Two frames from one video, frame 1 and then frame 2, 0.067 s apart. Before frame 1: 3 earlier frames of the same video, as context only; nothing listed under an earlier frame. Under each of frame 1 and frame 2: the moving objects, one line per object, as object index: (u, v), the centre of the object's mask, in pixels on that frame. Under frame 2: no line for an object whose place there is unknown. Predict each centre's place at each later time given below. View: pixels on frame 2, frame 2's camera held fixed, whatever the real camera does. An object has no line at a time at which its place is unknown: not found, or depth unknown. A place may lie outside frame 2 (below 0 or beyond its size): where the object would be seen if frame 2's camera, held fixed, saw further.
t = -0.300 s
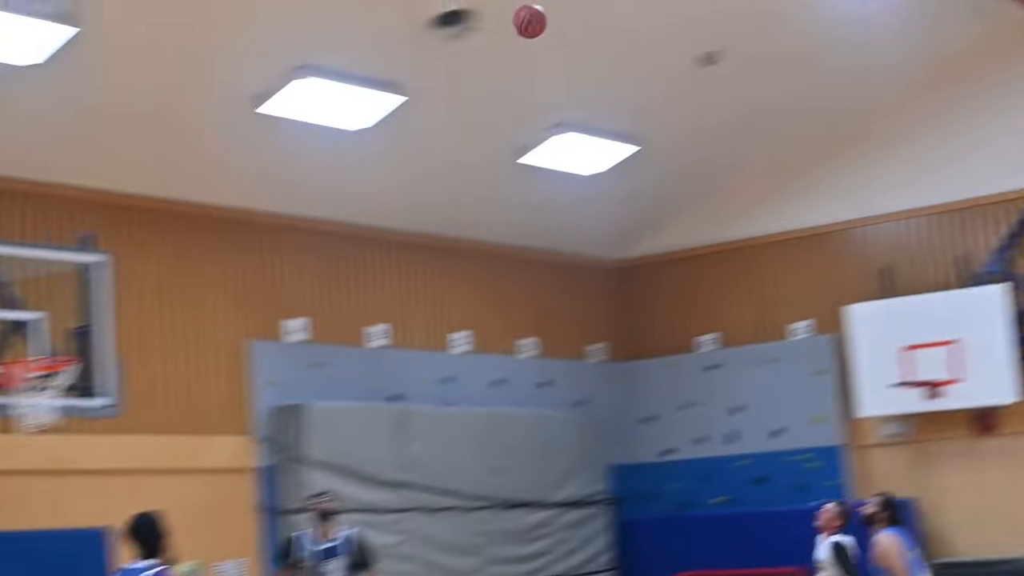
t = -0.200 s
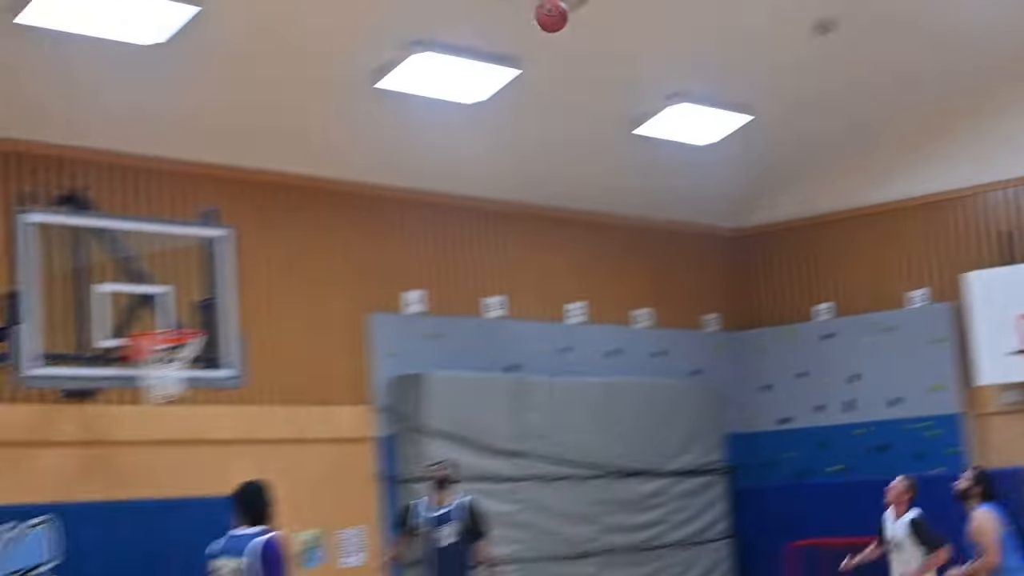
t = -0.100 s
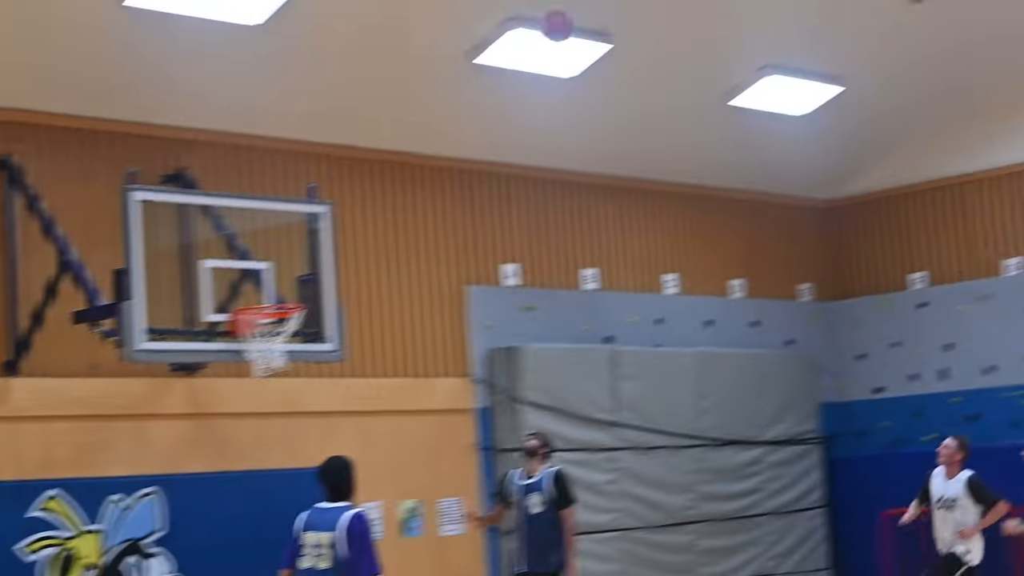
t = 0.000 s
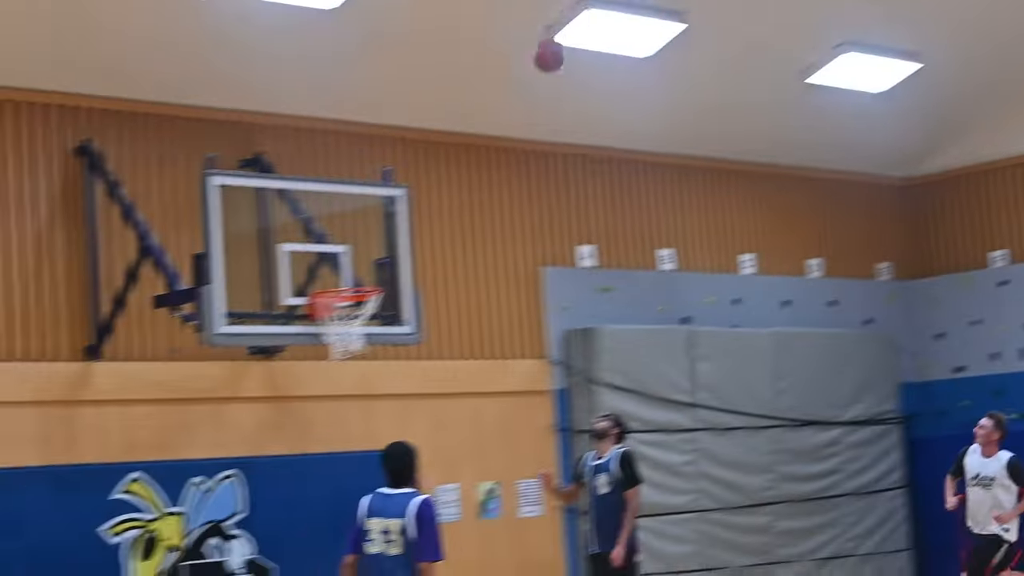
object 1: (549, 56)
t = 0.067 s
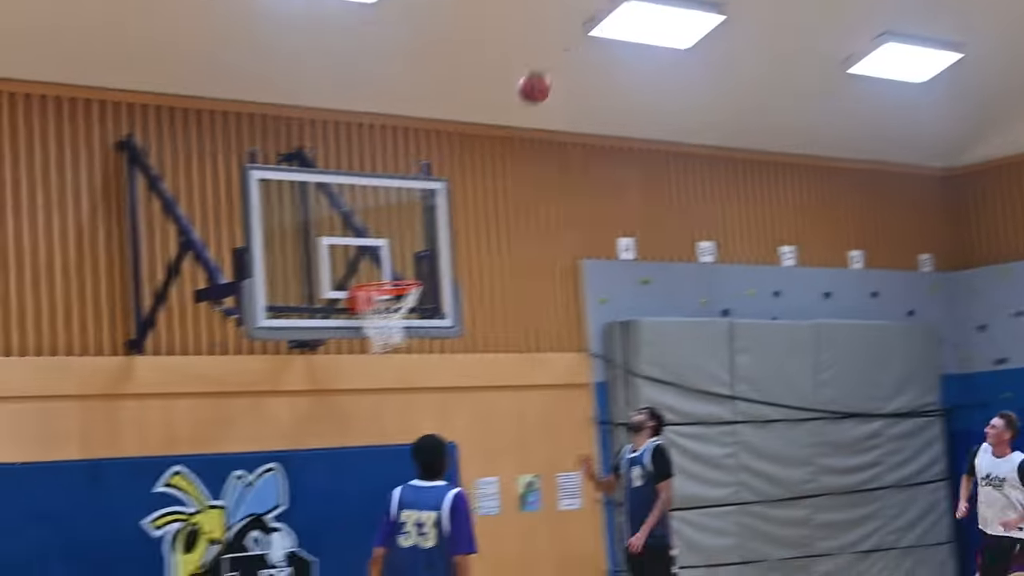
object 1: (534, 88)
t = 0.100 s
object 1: (507, 109)
